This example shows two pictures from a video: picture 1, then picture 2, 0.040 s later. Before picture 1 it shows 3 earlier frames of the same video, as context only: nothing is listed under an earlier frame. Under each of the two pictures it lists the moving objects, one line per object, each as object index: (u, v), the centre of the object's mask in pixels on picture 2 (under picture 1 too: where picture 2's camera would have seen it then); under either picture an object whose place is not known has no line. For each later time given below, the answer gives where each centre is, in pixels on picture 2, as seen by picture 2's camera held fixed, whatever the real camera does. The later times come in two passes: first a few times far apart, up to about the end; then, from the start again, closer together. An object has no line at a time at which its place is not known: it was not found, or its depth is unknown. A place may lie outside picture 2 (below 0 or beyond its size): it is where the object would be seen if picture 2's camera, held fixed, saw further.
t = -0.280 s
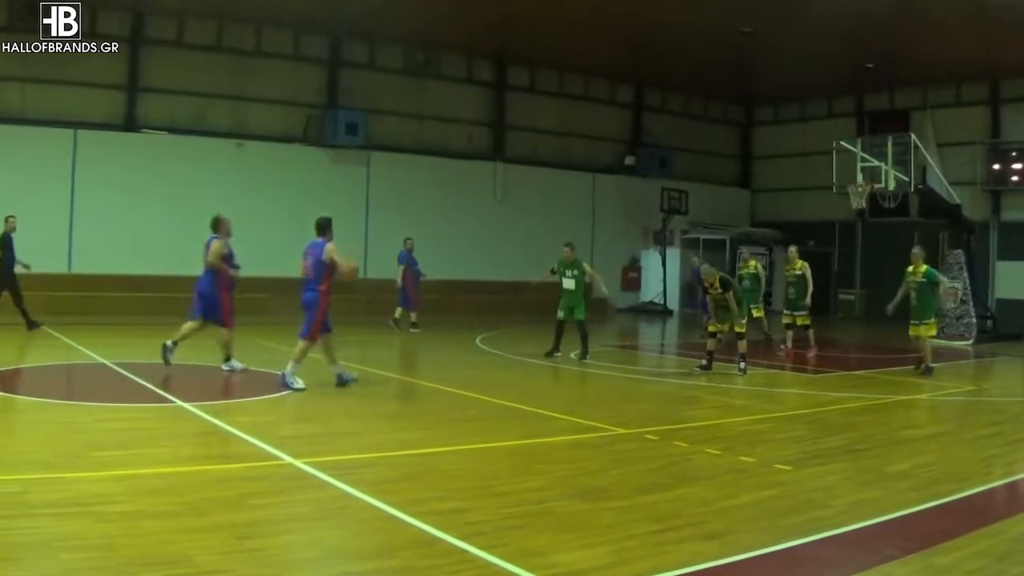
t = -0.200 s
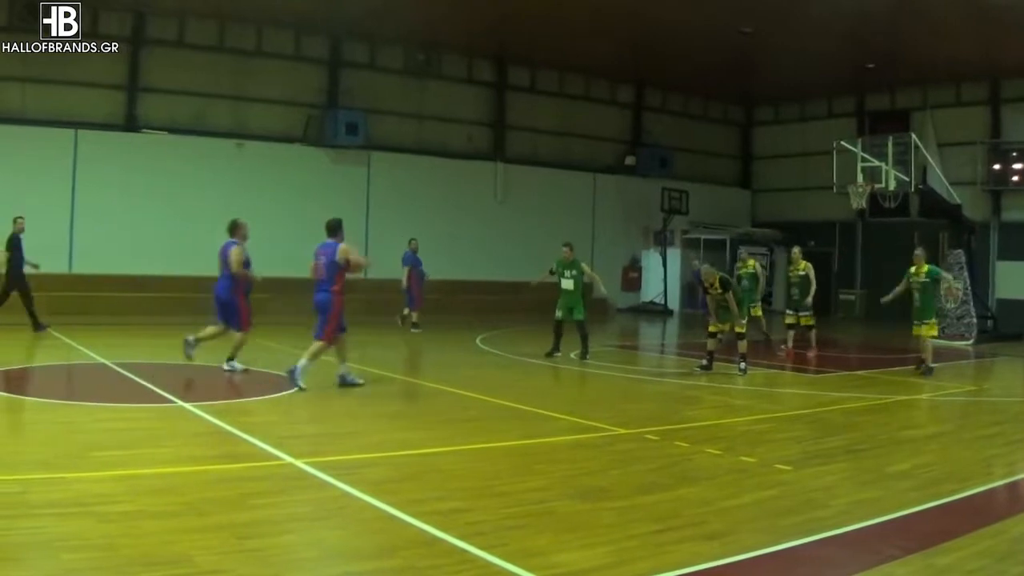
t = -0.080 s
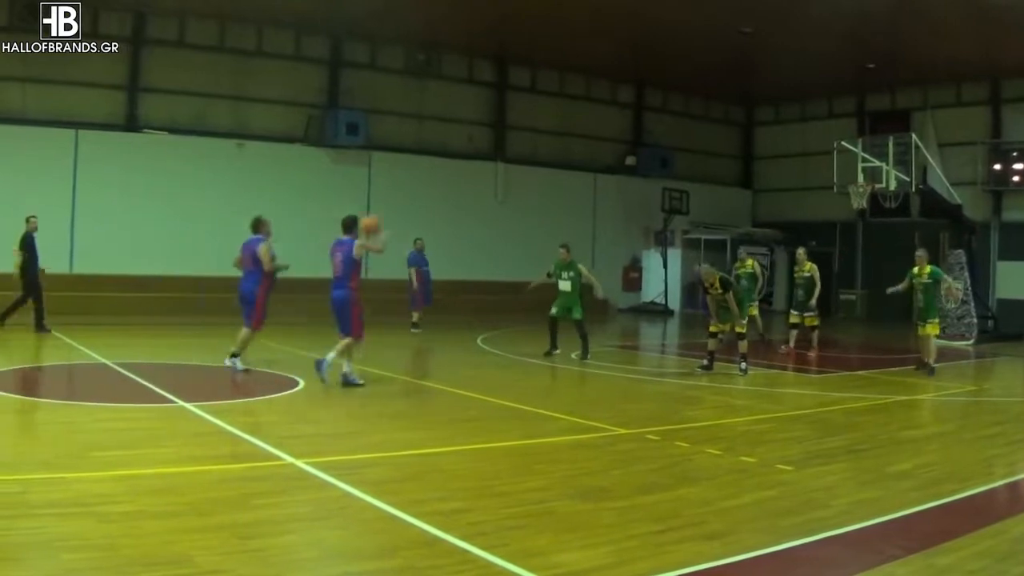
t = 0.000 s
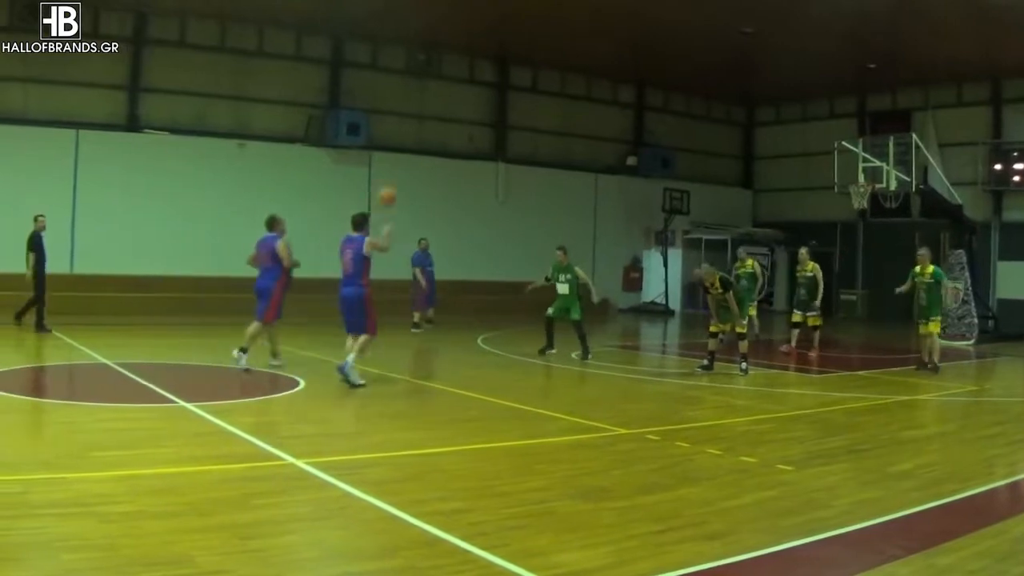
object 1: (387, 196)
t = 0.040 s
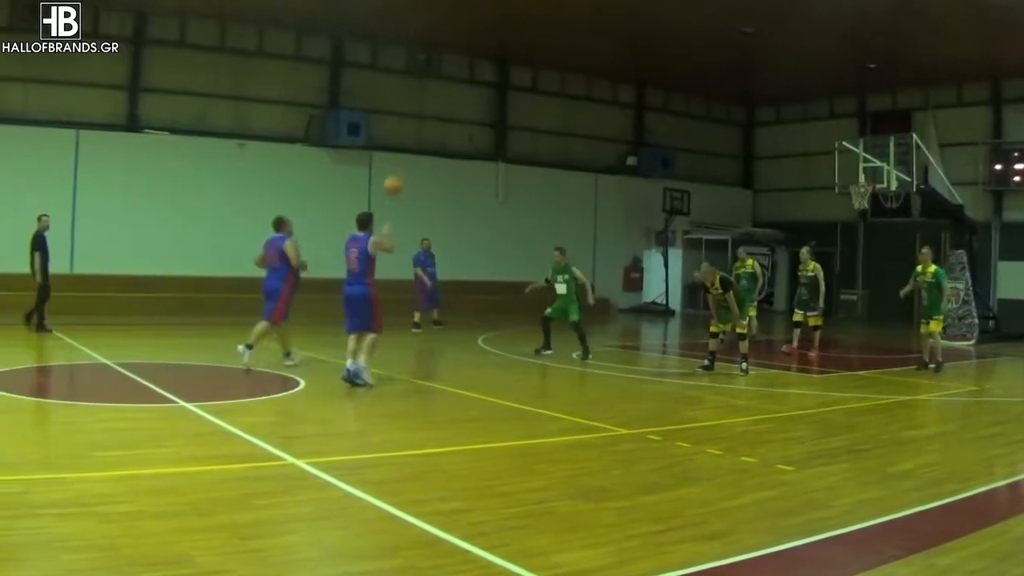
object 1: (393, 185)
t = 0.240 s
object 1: (421, 153)
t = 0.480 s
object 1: (446, 154)
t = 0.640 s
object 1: (460, 171)
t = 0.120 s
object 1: (406, 168)
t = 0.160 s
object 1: (412, 161)
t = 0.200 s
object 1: (415, 157)
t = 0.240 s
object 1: (421, 153)
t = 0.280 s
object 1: (425, 151)
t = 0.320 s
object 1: (429, 150)
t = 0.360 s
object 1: (434, 150)
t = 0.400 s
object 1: (438, 150)
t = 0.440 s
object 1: (442, 152)
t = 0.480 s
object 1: (446, 154)
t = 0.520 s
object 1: (450, 157)
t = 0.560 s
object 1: (452, 159)
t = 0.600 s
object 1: (458, 168)
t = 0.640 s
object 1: (460, 171)
